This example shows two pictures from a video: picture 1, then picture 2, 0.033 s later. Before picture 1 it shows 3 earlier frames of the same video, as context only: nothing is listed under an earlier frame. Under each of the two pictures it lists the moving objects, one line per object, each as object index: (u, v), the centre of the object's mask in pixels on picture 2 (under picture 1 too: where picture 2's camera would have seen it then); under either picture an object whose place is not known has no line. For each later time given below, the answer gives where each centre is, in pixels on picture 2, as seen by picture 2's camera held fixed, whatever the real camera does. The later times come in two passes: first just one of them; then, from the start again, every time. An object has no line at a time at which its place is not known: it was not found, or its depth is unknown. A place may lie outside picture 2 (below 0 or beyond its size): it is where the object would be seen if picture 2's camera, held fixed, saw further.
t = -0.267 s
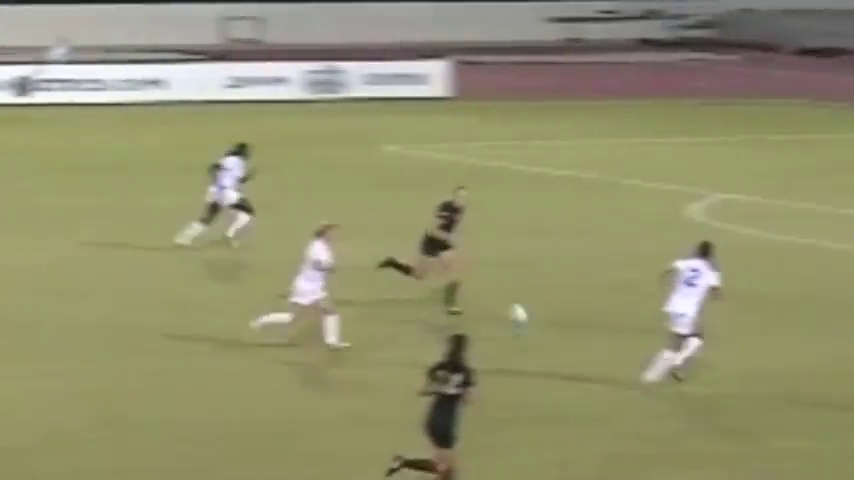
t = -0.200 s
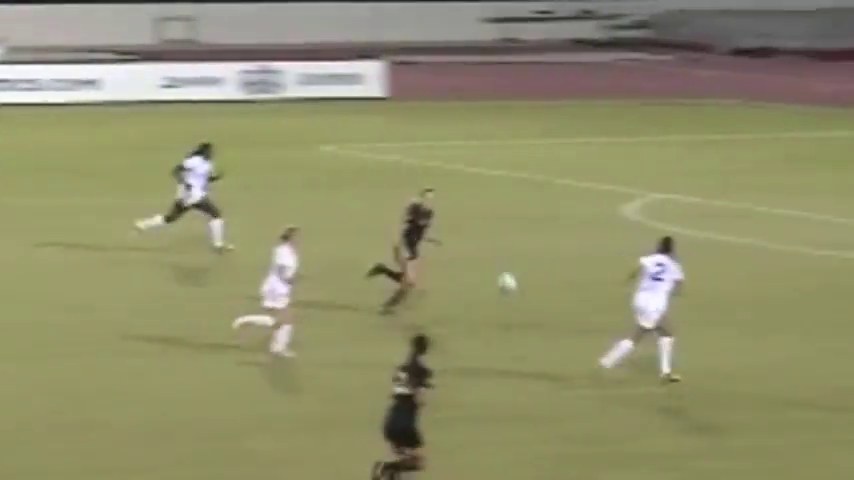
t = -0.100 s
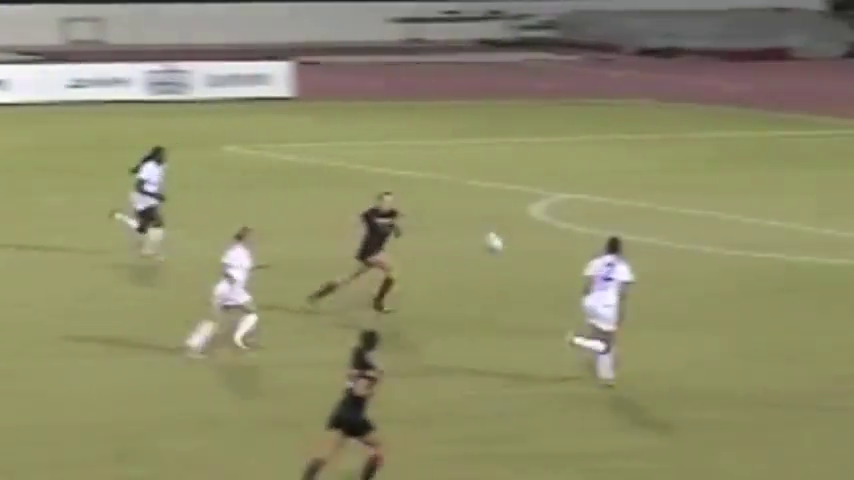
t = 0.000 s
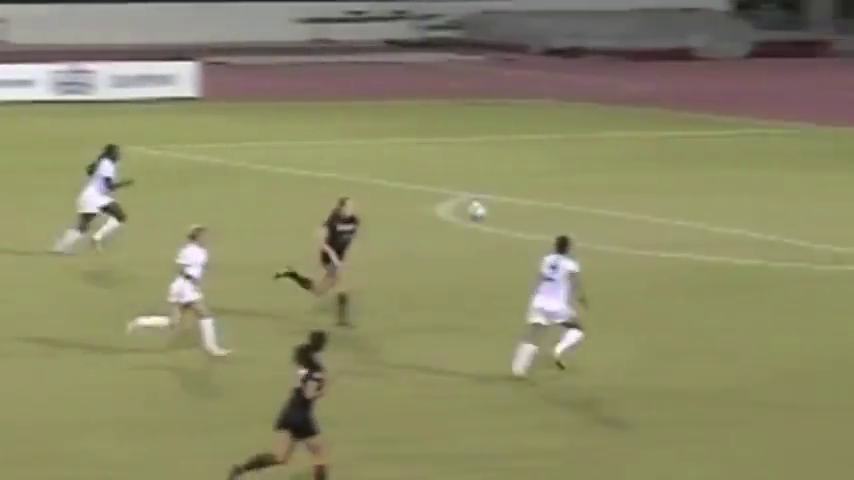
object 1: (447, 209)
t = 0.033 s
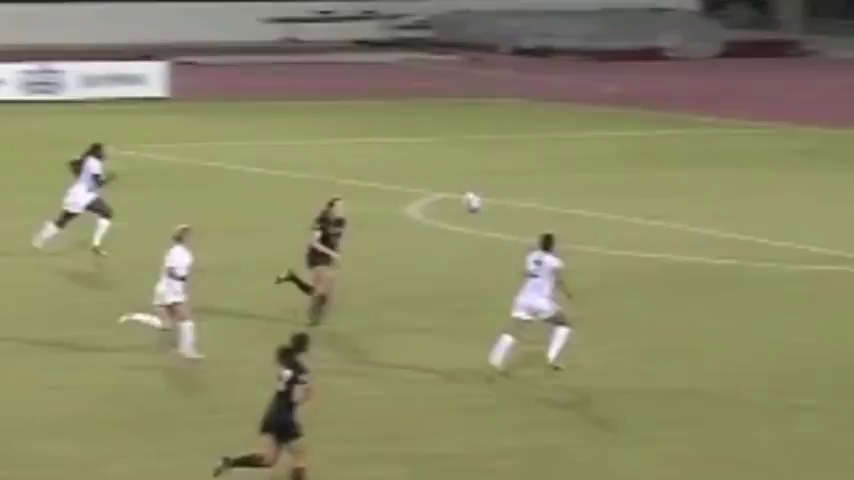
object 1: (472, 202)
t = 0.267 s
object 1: (644, 170)
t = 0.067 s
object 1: (496, 194)
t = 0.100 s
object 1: (522, 188)
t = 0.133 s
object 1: (546, 182)
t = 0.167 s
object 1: (570, 178)
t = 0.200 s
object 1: (595, 174)
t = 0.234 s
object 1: (620, 172)
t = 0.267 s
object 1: (644, 170)
